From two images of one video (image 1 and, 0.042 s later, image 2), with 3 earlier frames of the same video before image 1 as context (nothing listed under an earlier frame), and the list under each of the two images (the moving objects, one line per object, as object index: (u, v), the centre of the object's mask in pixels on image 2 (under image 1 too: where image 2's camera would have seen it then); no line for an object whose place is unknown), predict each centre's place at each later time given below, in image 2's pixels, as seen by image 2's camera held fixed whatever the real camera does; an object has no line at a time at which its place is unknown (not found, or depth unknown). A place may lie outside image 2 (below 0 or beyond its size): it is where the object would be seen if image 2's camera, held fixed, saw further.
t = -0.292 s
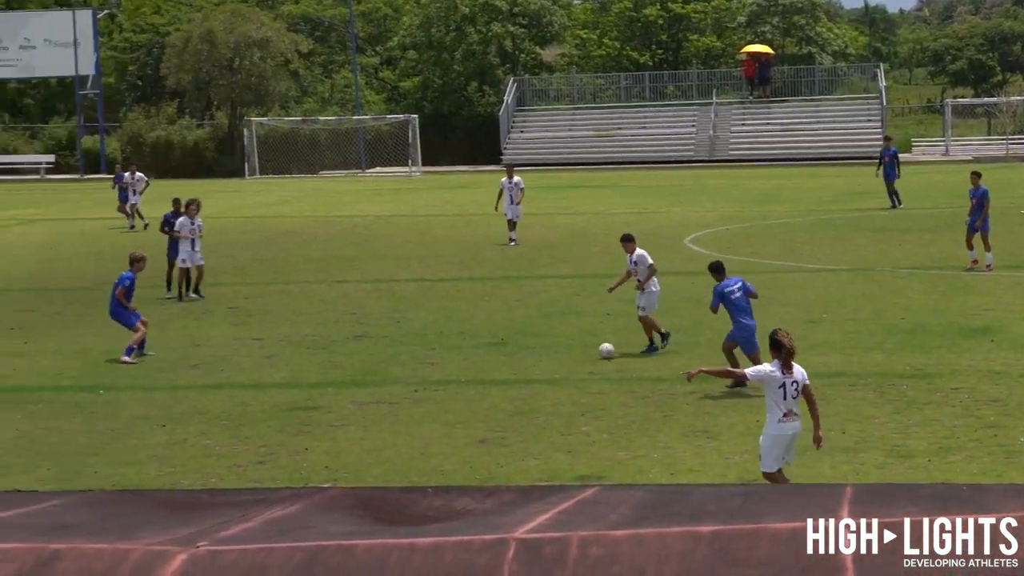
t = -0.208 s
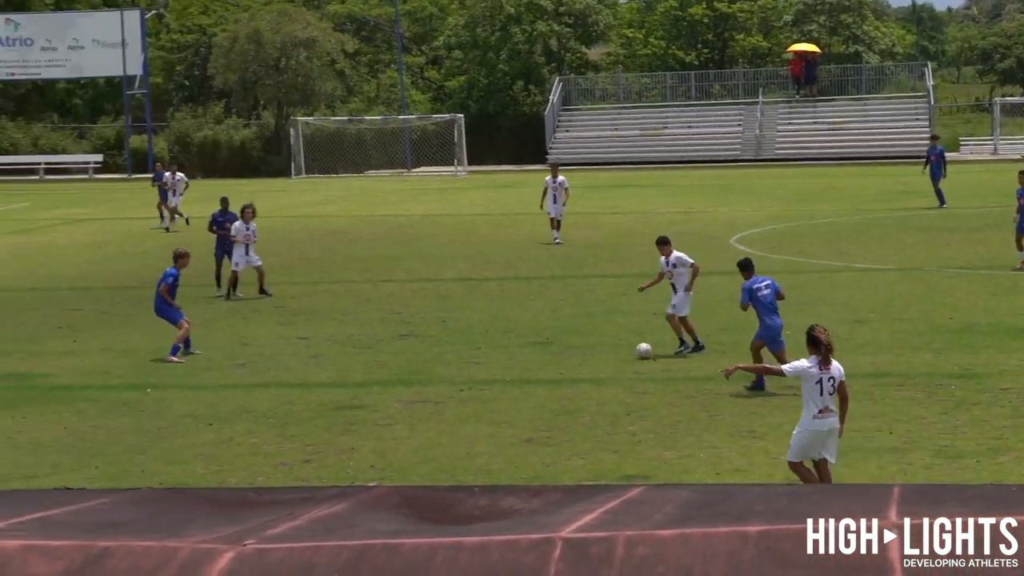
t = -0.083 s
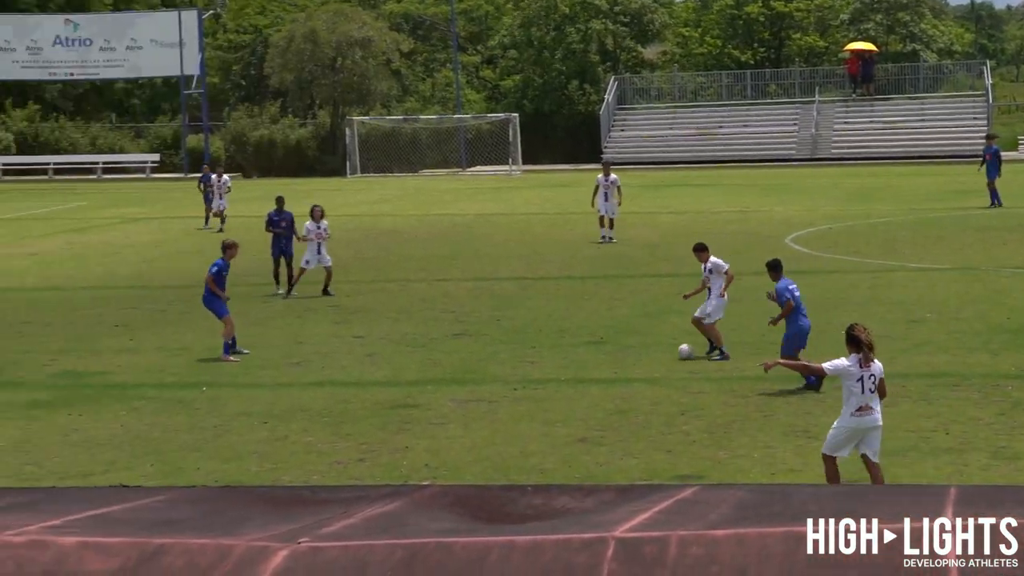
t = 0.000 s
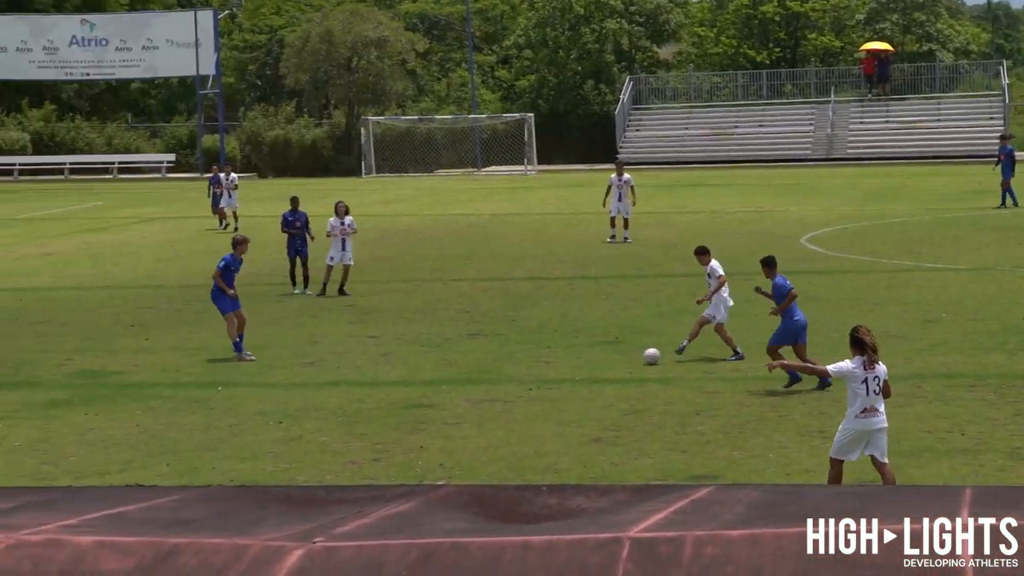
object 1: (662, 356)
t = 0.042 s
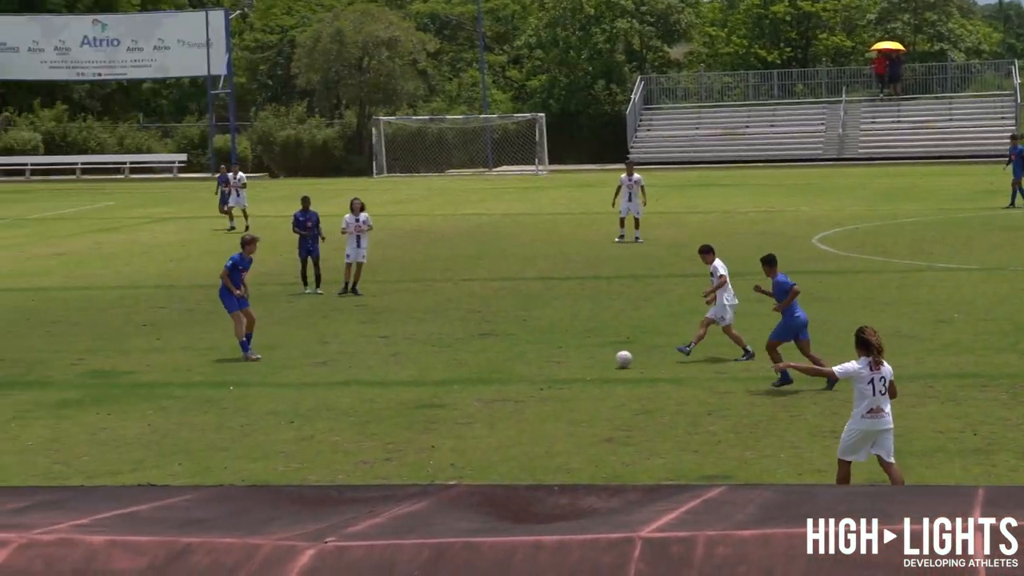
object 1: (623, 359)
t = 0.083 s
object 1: (584, 363)
